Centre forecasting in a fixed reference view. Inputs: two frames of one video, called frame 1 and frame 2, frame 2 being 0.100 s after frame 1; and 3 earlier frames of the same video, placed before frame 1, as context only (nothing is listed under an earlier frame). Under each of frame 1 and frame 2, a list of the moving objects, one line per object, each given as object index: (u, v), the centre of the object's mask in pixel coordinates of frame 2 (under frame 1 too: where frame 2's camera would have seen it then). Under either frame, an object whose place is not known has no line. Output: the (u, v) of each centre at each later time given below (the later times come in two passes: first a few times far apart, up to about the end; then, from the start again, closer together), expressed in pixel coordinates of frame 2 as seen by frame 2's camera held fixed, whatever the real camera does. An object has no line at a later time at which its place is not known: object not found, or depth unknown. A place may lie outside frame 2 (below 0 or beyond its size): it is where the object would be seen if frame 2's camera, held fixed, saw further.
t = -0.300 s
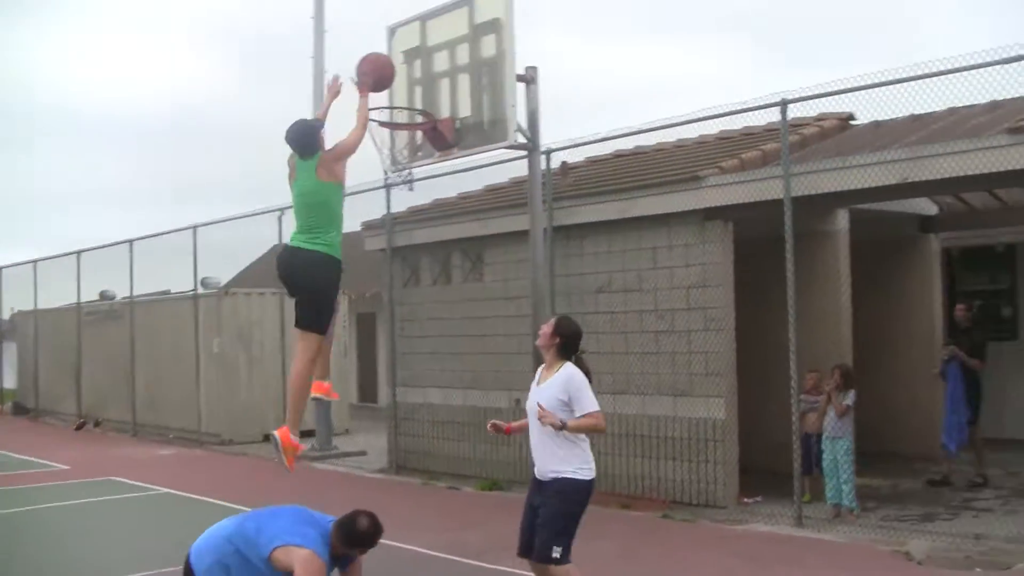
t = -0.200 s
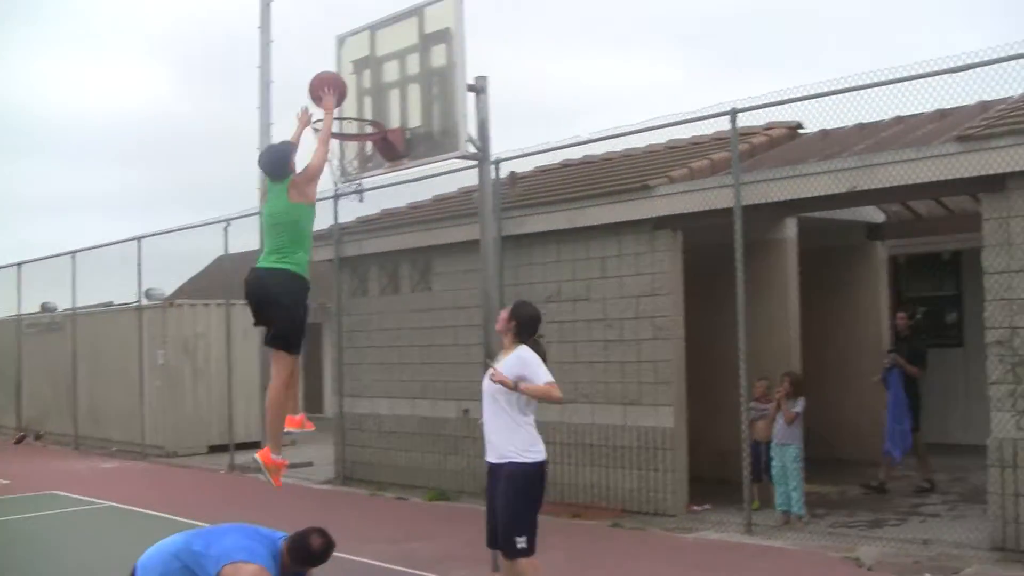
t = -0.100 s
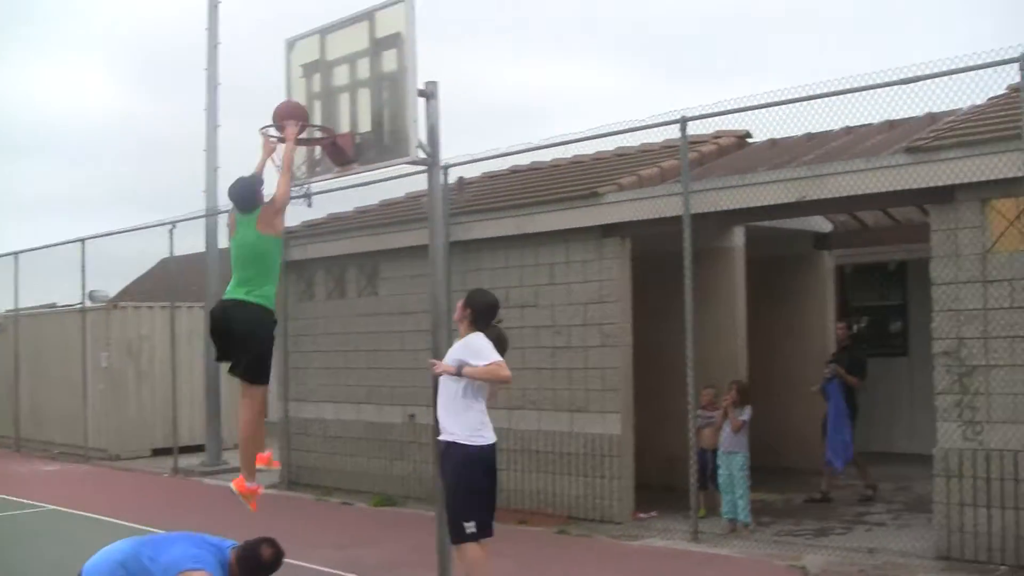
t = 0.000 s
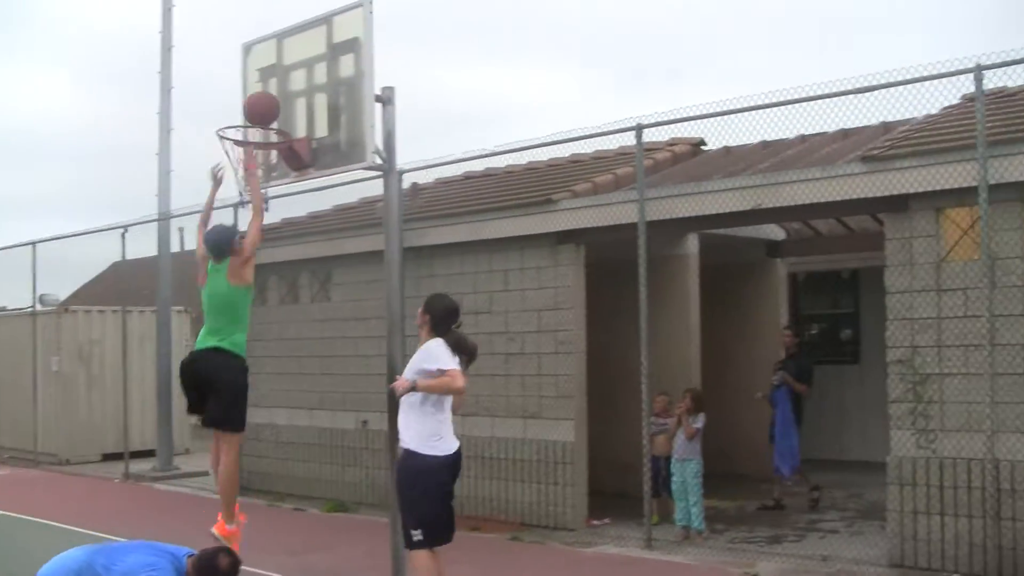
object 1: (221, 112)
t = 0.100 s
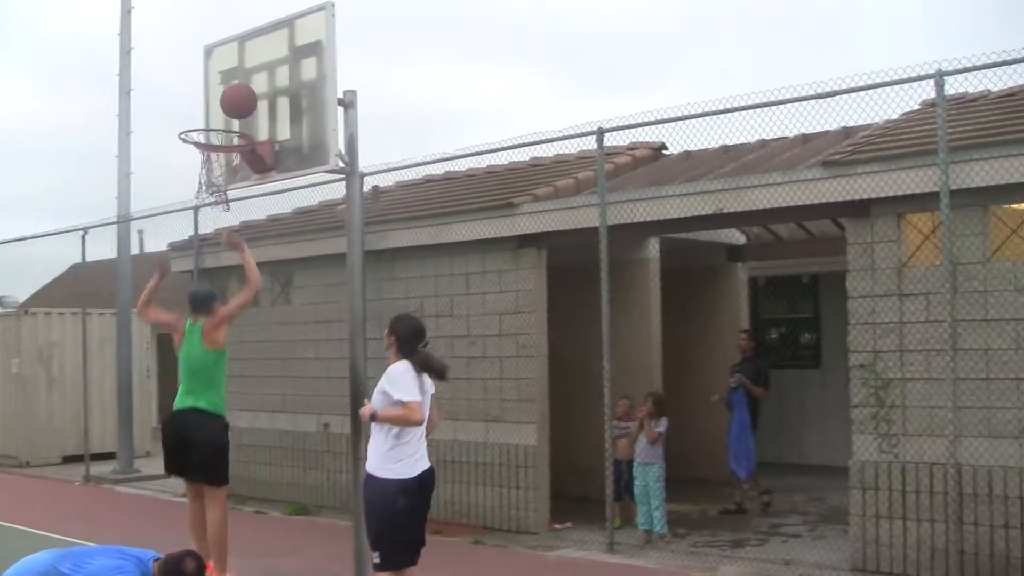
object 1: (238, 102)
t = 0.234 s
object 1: (252, 105)
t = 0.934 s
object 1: (288, 206)
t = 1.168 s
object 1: (306, 379)
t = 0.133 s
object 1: (244, 101)
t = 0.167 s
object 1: (247, 102)
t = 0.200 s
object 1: (252, 105)
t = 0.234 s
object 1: (252, 105)
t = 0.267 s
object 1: (252, 107)
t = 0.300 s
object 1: (252, 110)
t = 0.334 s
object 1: (253, 114)
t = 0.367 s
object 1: (251, 119)
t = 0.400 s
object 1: (252, 114)
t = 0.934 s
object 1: (288, 206)
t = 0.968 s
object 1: (292, 224)
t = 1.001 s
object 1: (294, 243)
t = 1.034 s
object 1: (296, 268)
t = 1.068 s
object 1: (299, 292)
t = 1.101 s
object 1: (302, 319)
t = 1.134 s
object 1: (304, 348)
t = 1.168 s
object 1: (306, 379)
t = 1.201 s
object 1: (310, 411)
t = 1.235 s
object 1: (312, 446)
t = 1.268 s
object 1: (316, 481)
